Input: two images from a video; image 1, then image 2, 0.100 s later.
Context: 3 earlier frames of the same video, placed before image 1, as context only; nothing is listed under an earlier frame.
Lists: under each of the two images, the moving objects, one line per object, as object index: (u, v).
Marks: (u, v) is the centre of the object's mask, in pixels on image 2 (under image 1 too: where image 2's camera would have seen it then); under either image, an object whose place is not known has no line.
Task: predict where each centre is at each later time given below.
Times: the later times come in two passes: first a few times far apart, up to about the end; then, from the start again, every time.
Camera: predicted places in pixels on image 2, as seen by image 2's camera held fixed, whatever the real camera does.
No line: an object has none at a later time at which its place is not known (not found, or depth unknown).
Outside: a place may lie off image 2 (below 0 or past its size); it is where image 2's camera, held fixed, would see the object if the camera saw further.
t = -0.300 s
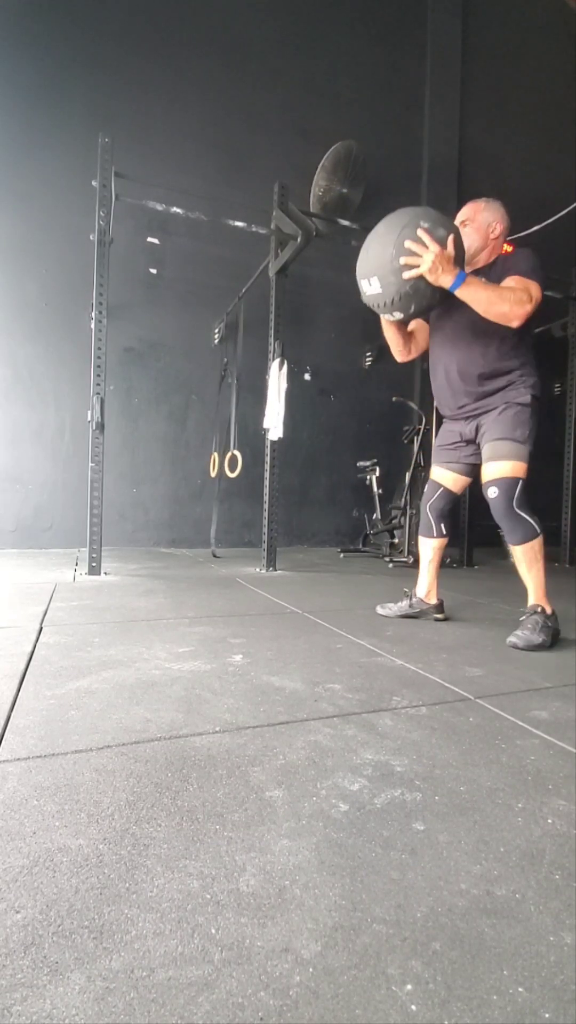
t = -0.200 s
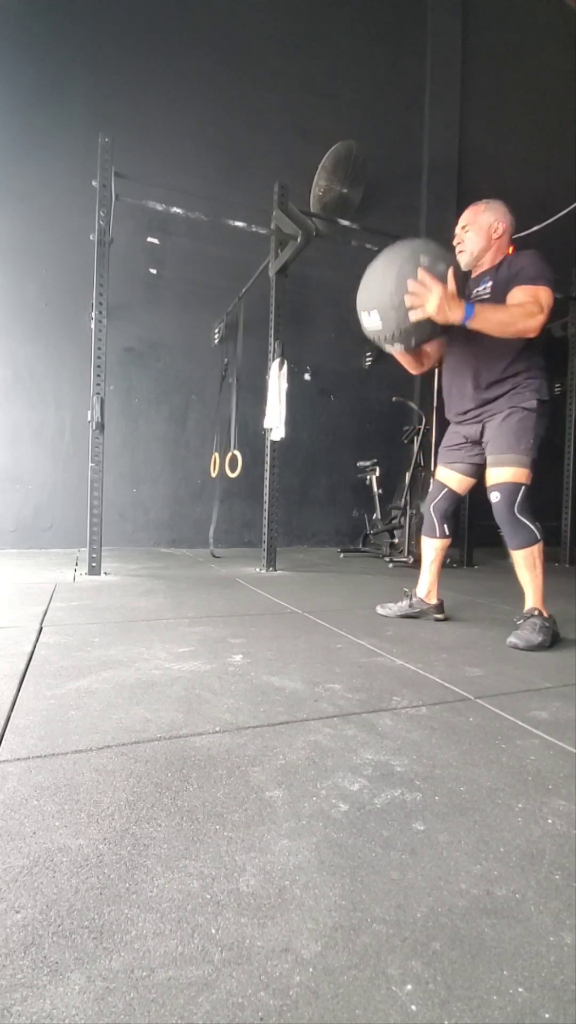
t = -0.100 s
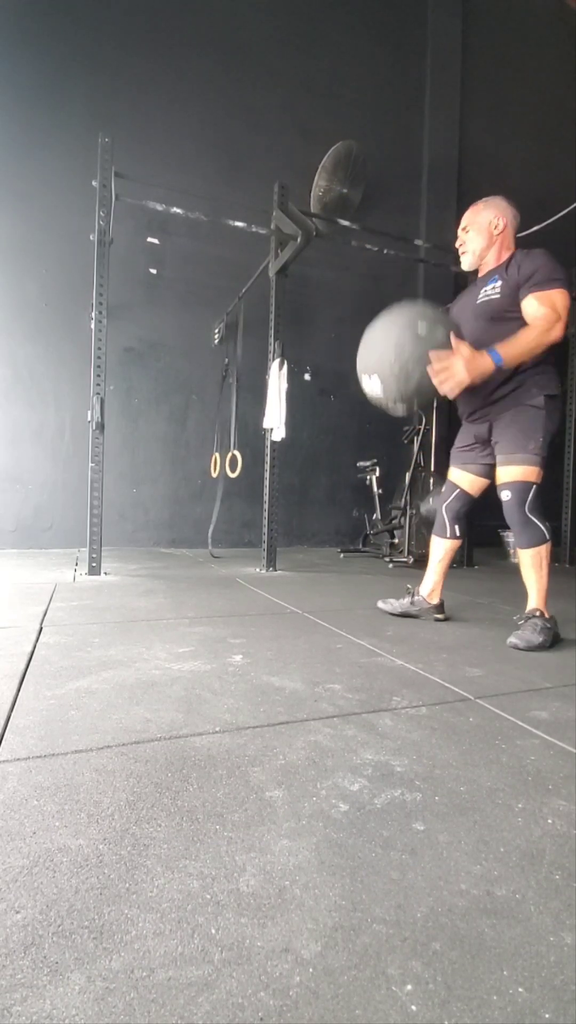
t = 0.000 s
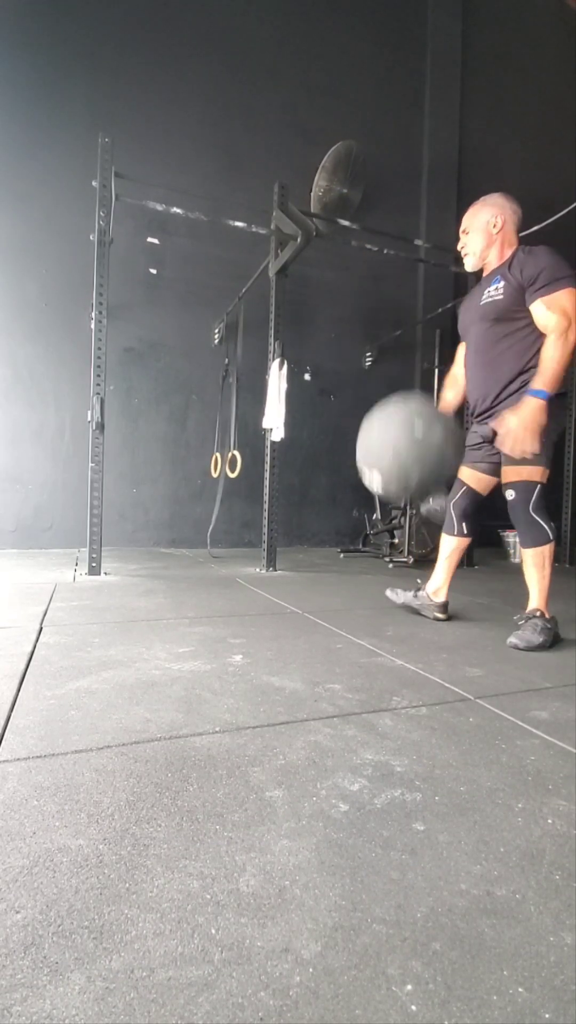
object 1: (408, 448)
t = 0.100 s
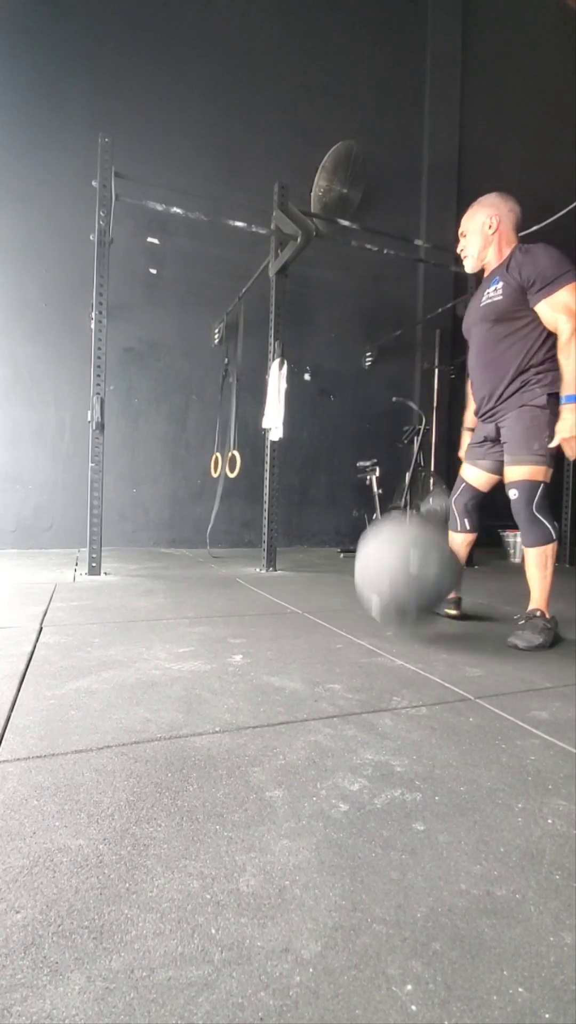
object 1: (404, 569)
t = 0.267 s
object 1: (393, 546)
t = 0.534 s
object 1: (353, 573)
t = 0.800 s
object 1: (317, 583)
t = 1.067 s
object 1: (283, 590)
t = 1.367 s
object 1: (263, 588)
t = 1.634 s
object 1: (257, 589)
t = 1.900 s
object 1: (255, 590)
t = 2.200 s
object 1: (257, 590)
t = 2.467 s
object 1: (257, 590)
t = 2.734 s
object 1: (257, 590)
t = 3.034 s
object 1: (257, 590)
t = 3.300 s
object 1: (257, 590)
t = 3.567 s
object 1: (257, 590)
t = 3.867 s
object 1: (257, 590)
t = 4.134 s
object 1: (257, 590)
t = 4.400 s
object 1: (257, 590)
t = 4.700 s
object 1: (257, 590)
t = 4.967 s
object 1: (257, 590)
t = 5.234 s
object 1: (257, 590)
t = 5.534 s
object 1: (257, 590)
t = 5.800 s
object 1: (257, 590)
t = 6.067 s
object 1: (257, 590)
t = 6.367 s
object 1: (257, 590)
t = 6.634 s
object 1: (257, 590)
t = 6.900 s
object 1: (257, 590)
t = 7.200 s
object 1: (257, 590)
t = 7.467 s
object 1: (257, 590)
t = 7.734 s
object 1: (257, 590)
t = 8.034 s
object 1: (257, 590)
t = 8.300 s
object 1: (257, 590)
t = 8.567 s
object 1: (257, 590)
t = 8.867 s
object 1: (257, 590)
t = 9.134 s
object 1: (257, 590)
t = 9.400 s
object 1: (257, 590)
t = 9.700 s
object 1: (257, 590)
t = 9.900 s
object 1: (257, 590)
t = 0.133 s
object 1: (407, 607)
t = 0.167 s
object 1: (404, 596)
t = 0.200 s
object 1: (400, 576)
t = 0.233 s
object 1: (397, 559)
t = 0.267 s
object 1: (393, 546)
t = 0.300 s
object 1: (390, 536)
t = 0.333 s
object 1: (386, 529)
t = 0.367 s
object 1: (379, 526)
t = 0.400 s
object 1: (373, 529)
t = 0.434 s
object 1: (369, 535)
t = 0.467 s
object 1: (364, 544)
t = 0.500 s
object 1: (359, 557)
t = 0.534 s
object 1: (353, 573)
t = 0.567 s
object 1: (348, 593)
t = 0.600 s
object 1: (345, 603)
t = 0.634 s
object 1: (340, 595)
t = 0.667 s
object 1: (336, 586)
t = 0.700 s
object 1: (331, 581)
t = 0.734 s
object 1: (326, 578)
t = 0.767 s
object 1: (322, 579)
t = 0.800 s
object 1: (317, 583)
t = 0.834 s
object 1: (311, 590)
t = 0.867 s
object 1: (307, 596)
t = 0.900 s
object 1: (302, 593)
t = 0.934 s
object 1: (299, 589)
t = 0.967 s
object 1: (295, 587)
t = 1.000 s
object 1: (290, 588)
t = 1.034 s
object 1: (286, 591)
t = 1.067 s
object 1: (283, 590)
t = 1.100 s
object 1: (280, 588)
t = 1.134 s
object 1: (277, 588)
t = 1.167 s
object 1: (274, 588)
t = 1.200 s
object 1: (272, 588)
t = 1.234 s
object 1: (270, 588)
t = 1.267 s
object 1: (268, 588)
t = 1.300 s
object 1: (266, 588)
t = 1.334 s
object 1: (264, 588)
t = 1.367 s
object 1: (263, 588)
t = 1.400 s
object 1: (262, 588)
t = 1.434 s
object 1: (261, 588)
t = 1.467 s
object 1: (260, 588)
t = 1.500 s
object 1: (259, 589)
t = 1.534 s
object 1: (258, 589)
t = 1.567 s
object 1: (258, 589)
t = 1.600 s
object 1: (257, 589)
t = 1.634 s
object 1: (257, 589)
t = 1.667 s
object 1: (256, 590)
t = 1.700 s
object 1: (256, 590)
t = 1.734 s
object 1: (256, 590)
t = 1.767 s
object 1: (256, 590)
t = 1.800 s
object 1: (256, 590)
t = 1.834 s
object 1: (255, 590)
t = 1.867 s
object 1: (255, 590)
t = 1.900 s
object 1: (255, 590)
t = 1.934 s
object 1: (255, 590)
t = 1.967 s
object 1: (255, 590)
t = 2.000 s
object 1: (255, 590)
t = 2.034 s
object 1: (256, 590)
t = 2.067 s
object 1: (256, 590)
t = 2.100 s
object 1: (256, 590)
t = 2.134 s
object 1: (256, 590)
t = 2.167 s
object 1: (257, 590)
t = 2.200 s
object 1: (257, 590)
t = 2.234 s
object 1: (257, 590)
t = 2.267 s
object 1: (257, 590)
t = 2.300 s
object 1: (257, 590)
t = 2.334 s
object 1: (257, 590)
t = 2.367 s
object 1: (257, 590)
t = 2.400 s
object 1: (257, 590)
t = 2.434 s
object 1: (257, 590)
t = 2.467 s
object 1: (257, 590)
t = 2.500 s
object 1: (257, 590)
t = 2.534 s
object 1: (257, 590)
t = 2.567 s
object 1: (257, 590)
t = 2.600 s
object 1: (257, 590)
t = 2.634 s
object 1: (257, 590)
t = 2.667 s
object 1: (257, 590)
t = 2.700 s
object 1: (257, 590)
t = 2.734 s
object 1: (257, 590)
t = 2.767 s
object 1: (257, 590)
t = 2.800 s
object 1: (257, 590)
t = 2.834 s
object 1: (257, 590)
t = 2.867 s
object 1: (257, 590)
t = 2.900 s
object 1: (257, 590)
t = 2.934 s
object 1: (257, 590)
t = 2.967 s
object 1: (257, 590)
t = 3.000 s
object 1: (257, 590)
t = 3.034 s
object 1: (257, 590)
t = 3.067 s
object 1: (257, 590)
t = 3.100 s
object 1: (257, 590)
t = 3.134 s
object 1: (257, 590)
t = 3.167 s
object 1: (257, 590)
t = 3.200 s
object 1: (257, 590)
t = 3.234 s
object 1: (257, 590)
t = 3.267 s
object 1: (257, 590)
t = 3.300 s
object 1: (257, 590)
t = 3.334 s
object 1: (257, 590)
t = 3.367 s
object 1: (257, 590)
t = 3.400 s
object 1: (257, 590)
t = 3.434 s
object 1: (257, 590)
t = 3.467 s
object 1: (257, 590)
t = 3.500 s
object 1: (257, 590)
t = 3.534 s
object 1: (257, 590)
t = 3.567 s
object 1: (257, 590)
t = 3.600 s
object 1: (257, 590)
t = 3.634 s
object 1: (257, 590)
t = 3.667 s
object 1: (257, 590)
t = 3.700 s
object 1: (257, 590)
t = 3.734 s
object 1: (257, 590)
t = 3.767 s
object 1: (257, 590)
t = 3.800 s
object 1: (257, 590)
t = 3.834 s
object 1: (257, 590)
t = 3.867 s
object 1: (257, 590)
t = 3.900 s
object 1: (257, 590)
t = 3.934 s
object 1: (257, 590)
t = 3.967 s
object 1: (257, 590)
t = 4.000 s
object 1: (257, 590)
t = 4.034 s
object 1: (257, 590)
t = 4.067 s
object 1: (257, 590)
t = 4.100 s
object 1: (257, 590)
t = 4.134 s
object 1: (257, 590)
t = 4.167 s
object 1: (257, 590)
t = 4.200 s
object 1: (257, 590)
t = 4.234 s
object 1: (257, 590)
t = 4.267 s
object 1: (257, 590)
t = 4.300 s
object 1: (257, 590)
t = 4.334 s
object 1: (257, 590)
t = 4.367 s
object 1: (257, 590)
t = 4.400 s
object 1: (257, 590)
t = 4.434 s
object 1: (257, 590)
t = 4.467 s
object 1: (257, 590)
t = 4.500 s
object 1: (257, 590)
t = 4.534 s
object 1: (257, 590)
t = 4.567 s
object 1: (257, 590)
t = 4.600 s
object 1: (257, 590)
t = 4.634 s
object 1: (257, 590)
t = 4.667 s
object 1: (257, 590)
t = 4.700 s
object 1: (257, 590)
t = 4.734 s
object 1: (257, 590)
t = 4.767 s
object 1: (257, 590)
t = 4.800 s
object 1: (257, 590)
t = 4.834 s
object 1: (257, 590)
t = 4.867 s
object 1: (257, 590)
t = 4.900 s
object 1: (257, 590)
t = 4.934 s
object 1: (257, 590)
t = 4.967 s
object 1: (257, 590)
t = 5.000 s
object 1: (257, 590)
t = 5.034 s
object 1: (257, 590)
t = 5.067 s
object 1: (257, 590)
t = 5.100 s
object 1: (257, 590)
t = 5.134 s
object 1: (257, 590)
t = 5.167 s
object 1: (257, 590)
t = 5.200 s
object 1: (257, 590)
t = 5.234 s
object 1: (257, 590)
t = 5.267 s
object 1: (257, 590)
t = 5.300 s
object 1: (257, 590)
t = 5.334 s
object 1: (257, 590)
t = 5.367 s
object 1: (257, 590)
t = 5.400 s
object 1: (257, 590)
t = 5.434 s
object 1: (257, 590)
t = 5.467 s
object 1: (257, 590)
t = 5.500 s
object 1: (257, 590)
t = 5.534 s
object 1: (257, 590)
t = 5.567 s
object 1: (257, 590)
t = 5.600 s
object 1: (257, 590)
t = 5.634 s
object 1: (257, 590)
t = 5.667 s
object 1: (257, 590)
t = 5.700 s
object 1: (257, 590)
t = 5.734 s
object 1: (257, 590)
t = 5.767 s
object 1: (257, 590)
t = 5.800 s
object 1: (257, 590)
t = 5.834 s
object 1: (257, 590)
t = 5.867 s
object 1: (257, 590)
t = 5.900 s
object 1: (257, 590)
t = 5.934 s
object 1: (257, 590)
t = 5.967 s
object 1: (257, 590)
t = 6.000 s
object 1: (257, 590)
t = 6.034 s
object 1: (257, 590)
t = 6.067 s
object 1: (257, 590)
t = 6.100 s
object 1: (257, 590)
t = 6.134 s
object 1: (257, 590)
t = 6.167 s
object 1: (257, 590)
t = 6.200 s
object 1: (257, 590)
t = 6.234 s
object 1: (257, 590)
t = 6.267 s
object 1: (257, 590)
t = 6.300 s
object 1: (257, 590)
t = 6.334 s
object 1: (257, 590)
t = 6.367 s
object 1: (257, 590)
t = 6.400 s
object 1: (257, 590)
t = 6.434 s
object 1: (257, 590)
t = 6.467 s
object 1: (257, 590)
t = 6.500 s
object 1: (257, 590)
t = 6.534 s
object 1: (257, 590)
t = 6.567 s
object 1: (257, 590)
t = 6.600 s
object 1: (257, 590)
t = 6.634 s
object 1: (257, 590)
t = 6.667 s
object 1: (257, 590)
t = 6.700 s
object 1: (257, 590)
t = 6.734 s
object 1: (257, 590)
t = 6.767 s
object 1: (257, 590)
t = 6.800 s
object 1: (257, 590)
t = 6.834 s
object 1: (257, 590)
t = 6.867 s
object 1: (257, 590)
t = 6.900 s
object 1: (257, 590)
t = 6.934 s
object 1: (257, 590)
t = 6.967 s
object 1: (257, 590)
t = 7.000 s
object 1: (257, 590)
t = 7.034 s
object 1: (257, 590)
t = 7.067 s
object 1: (257, 590)
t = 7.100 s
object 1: (257, 590)
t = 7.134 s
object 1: (257, 590)
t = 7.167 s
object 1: (257, 590)
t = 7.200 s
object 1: (257, 590)
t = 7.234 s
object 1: (257, 590)
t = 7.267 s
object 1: (257, 590)
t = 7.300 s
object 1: (257, 590)
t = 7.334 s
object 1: (257, 590)
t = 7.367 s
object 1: (257, 590)
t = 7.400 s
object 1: (257, 590)
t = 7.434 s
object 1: (257, 590)
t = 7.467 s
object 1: (257, 590)
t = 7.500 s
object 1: (257, 590)
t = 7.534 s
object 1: (257, 590)
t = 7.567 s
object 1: (257, 590)
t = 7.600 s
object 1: (257, 590)
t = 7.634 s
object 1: (257, 590)
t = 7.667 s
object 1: (257, 590)
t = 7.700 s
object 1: (257, 590)
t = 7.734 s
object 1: (257, 590)
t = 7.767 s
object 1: (257, 590)
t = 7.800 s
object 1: (257, 590)
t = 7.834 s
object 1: (257, 590)
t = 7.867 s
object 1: (257, 590)
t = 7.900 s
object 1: (257, 590)
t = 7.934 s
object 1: (257, 590)
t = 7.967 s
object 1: (257, 590)
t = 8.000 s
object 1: (257, 590)
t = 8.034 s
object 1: (257, 590)
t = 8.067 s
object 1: (257, 590)
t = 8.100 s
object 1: (257, 590)
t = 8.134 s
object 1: (257, 590)
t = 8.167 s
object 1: (257, 590)
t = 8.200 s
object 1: (257, 590)
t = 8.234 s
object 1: (257, 590)
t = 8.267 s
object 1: (257, 590)
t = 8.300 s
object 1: (257, 590)
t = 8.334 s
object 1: (257, 590)
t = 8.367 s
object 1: (257, 590)
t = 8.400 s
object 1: (257, 590)
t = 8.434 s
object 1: (257, 590)
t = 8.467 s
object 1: (257, 590)
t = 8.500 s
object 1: (257, 590)
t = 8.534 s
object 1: (257, 590)
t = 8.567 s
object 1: (257, 590)
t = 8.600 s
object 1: (257, 590)
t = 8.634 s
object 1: (257, 590)
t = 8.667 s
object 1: (257, 590)
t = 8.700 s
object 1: (257, 590)
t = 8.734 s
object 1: (257, 590)
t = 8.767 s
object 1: (257, 590)
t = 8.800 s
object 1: (257, 590)
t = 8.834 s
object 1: (257, 590)
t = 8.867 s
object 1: (257, 590)
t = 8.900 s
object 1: (257, 590)
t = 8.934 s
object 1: (257, 590)
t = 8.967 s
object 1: (257, 590)
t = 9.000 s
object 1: (257, 590)
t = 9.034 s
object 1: (257, 590)
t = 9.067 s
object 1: (257, 590)
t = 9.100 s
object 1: (257, 590)
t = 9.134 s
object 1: (257, 590)
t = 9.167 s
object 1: (257, 590)
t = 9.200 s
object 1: (257, 590)
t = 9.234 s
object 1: (257, 590)
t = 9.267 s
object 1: (257, 590)
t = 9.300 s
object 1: (257, 590)
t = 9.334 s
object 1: (257, 590)
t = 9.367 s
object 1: (257, 590)
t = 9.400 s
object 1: (257, 590)
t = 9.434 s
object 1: (257, 590)
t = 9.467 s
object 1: (257, 590)
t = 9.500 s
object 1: (257, 590)
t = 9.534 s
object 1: (257, 590)
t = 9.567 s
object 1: (257, 590)
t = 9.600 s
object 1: (257, 590)
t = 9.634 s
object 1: (257, 590)
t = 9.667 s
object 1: (257, 590)
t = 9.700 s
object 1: (257, 590)
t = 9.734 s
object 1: (257, 590)
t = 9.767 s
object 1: (257, 590)
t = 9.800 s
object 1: (257, 590)
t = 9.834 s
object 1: (257, 590)
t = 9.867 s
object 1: (257, 590)
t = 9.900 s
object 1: (257, 590)
